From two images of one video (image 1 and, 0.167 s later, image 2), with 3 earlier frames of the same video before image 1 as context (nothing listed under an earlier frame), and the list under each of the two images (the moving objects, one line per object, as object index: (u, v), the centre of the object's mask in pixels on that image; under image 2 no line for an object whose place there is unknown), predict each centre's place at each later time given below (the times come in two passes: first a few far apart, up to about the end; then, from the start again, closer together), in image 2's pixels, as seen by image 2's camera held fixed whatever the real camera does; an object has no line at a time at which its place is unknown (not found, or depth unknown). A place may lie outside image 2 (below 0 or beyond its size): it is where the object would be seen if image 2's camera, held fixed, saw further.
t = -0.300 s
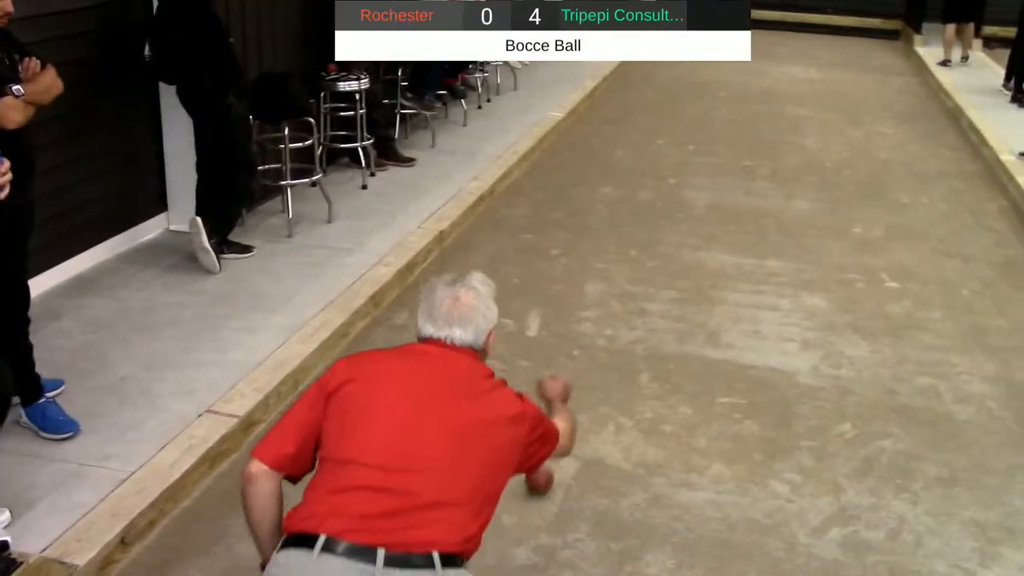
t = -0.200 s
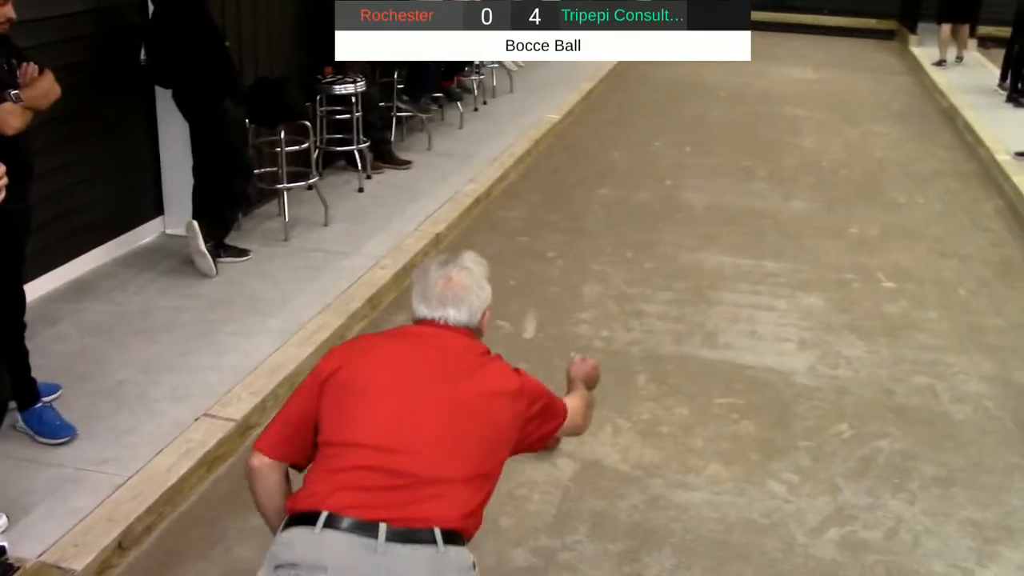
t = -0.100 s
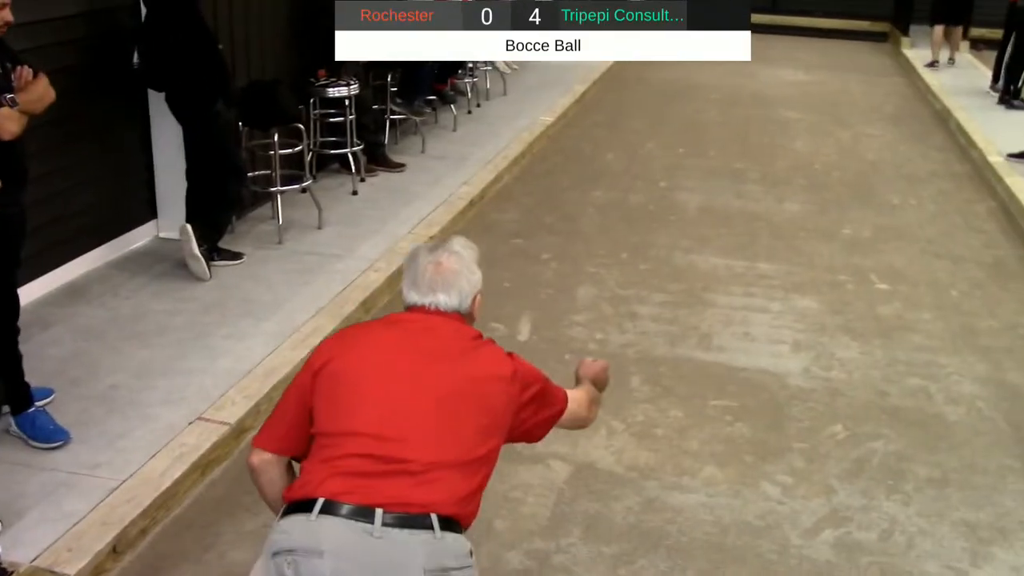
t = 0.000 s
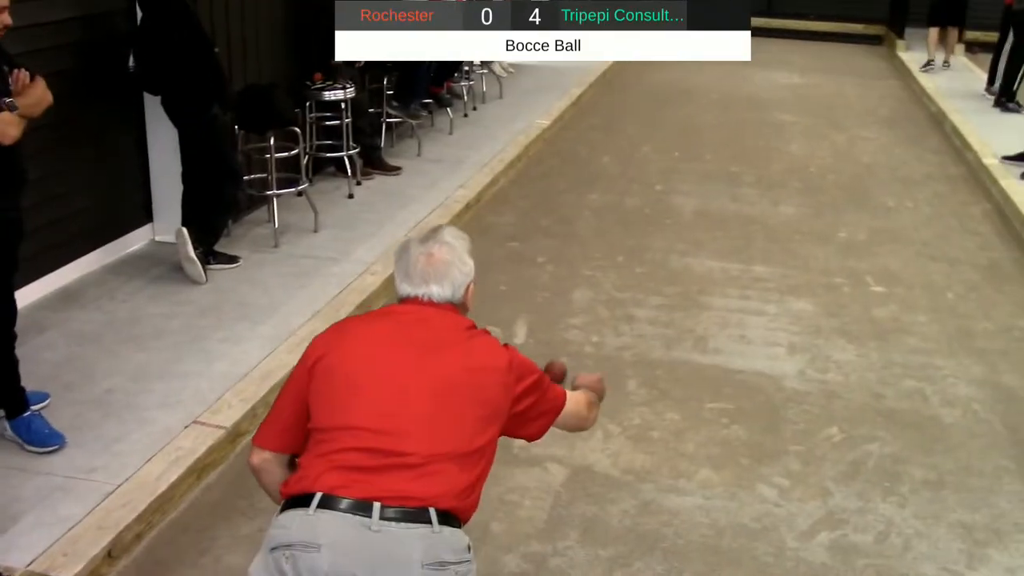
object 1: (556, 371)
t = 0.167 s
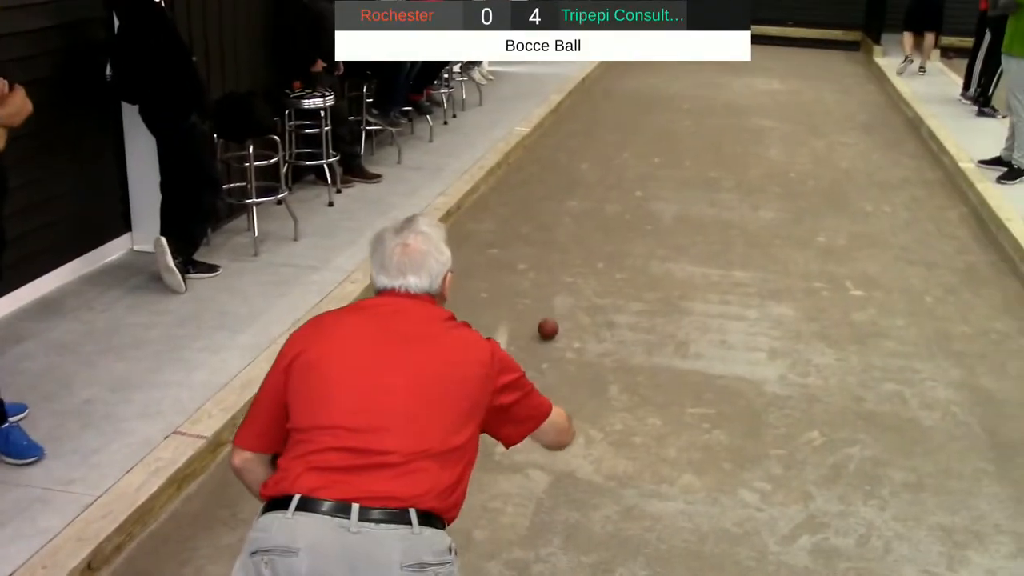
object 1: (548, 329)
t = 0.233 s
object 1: (551, 315)
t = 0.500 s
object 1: (561, 265)
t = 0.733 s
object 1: (568, 233)
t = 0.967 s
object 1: (574, 206)
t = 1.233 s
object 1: (579, 181)
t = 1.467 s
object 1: (583, 164)
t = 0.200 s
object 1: (550, 323)
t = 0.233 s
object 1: (551, 315)
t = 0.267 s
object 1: (552, 309)
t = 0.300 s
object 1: (554, 301)
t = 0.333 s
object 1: (555, 294)
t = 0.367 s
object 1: (557, 288)
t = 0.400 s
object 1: (558, 282)
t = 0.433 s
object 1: (559, 276)
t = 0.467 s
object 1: (560, 270)
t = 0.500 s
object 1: (561, 265)
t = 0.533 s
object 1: (562, 260)
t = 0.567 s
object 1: (563, 255)
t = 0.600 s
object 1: (564, 253)
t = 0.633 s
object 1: (565, 246)
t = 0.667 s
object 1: (566, 241)
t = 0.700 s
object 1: (567, 237)
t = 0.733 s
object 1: (568, 233)
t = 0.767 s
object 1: (569, 229)
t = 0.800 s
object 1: (569, 224)
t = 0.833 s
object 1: (571, 221)
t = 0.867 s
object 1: (572, 217)
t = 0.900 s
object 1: (573, 212)
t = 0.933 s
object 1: (573, 210)
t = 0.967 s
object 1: (574, 206)
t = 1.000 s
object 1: (574, 205)
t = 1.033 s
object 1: (575, 200)
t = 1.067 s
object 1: (576, 197)
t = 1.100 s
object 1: (577, 193)
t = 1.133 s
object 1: (578, 190)
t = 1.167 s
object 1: (578, 188)
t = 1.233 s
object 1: (579, 181)
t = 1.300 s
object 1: (580, 177)
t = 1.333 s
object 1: (581, 174)
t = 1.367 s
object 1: (581, 172)
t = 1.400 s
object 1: (582, 169)
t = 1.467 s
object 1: (583, 164)
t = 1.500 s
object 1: (583, 162)
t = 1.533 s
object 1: (584, 159)
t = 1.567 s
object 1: (584, 156)
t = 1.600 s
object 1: (585, 154)
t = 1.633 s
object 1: (585, 152)
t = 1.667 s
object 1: (585, 150)
